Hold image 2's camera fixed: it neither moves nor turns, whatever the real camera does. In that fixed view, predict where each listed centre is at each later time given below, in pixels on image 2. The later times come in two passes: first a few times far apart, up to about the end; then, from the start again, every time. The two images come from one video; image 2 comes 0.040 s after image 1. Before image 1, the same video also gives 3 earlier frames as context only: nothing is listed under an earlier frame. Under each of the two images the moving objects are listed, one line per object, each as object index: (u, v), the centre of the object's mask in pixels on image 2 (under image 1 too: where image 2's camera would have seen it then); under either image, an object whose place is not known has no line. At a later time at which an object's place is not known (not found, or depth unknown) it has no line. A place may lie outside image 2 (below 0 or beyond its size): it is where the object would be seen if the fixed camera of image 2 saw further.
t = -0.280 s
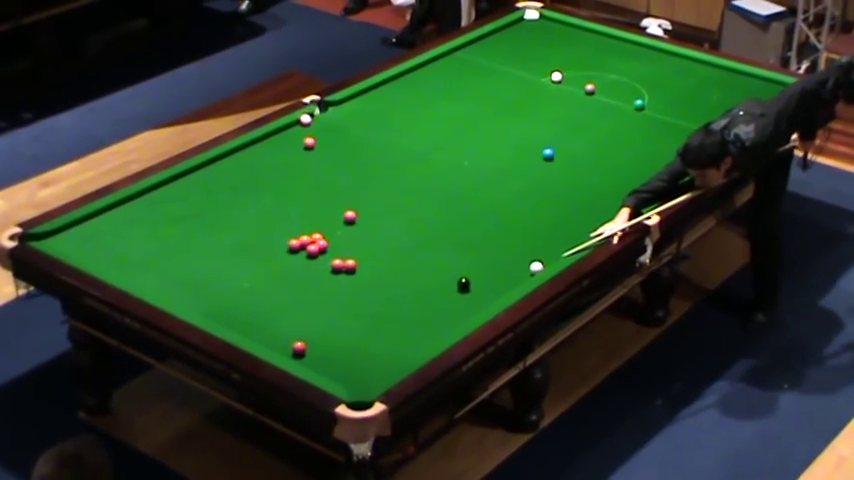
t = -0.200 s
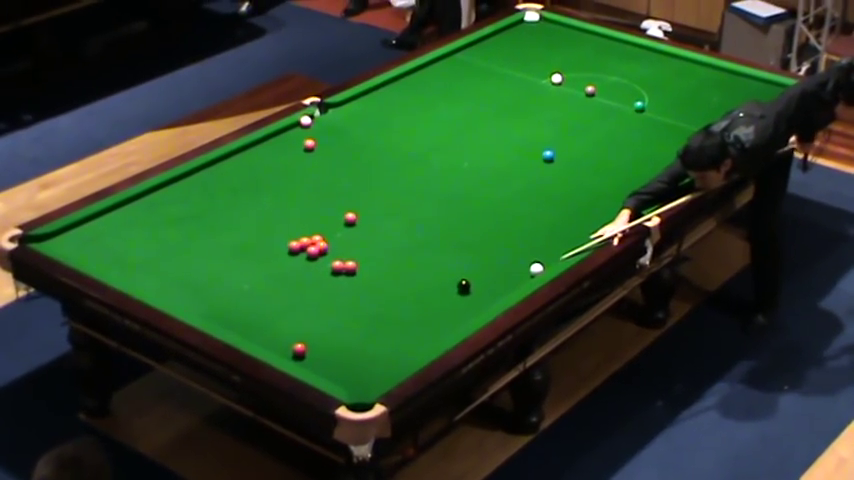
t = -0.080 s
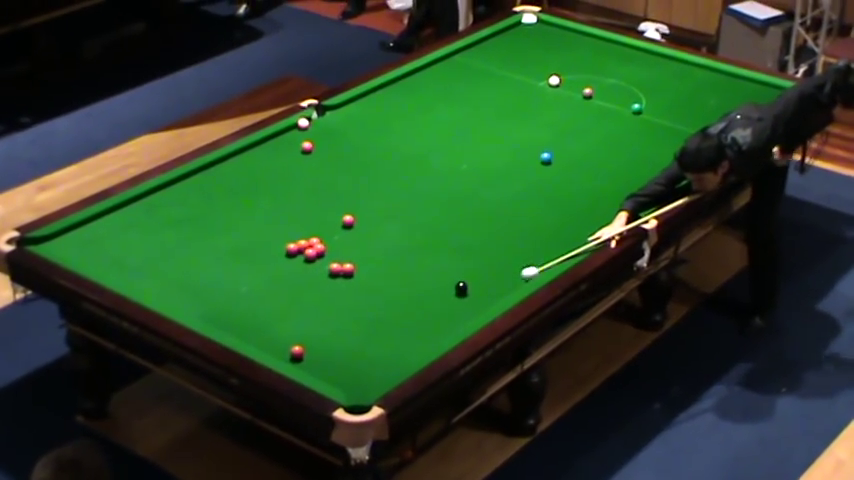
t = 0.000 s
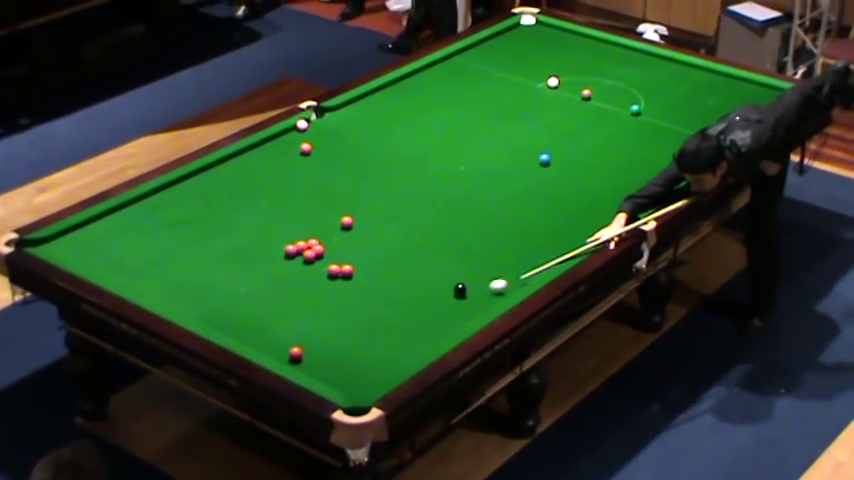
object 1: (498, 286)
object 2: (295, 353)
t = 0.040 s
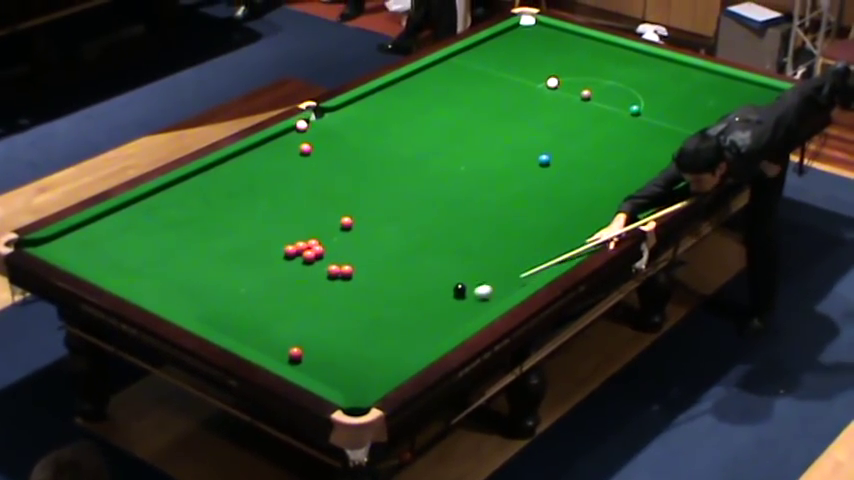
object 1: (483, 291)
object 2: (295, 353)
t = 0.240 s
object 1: (410, 318)
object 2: (295, 353)
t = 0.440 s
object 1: (335, 346)
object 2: (295, 353)
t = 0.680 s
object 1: (326, 363)
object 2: (257, 346)
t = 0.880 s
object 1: (372, 352)
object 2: (244, 335)
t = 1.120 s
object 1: (422, 341)
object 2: (230, 321)
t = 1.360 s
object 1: (449, 324)
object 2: (218, 308)
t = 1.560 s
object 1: (458, 308)
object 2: (207, 298)
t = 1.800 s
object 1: (470, 294)
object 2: (196, 287)
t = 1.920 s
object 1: (478, 290)
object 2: (191, 282)
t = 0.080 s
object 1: (469, 296)
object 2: (295, 353)
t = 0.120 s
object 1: (454, 302)
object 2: (295, 353)
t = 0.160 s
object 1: (440, 307)
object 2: (295, 353)
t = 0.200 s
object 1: (425, 313)
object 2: (295, 353)
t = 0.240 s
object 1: (410, 318)
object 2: (295, 353)
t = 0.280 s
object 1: (396, 323)
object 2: (295, 353)
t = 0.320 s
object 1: (381, 329)
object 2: (295, 353)
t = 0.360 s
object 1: (366, 334)
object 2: (295, 353)
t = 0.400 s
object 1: (350, 340)
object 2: (295, 353)
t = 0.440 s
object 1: (335, 346)
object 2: (295, 353)
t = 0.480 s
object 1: (318, 351)
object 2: (295, 353)
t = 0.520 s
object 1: (307, 358)
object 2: (292, 353)
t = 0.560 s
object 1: (302, 365)
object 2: (281, 351)
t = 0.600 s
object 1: (303, 368)
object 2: (272, 350)
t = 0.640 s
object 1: (315, 365)
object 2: (264, 348)
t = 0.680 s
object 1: (326, 363)
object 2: (257, 346)
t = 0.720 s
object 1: (337, 360)
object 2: (254, 344)
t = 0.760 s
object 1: (346, 358)
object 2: (252, 342)
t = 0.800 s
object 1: (354, 356)
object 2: (249, 340)
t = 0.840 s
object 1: (363, 354)
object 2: (247, 337)
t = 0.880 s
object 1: (372, 352)
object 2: (244, 335)
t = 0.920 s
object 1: (381, 351)
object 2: (242, 333)
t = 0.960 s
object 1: (389, 349)
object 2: (240, 331)
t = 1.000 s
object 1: (397, 347)
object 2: (237, 328)
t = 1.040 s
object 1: (406, 345)
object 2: (235, 326)
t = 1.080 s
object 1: (414, 343)
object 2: (233, 324)
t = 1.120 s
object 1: (422, 341)
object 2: (230, 321)
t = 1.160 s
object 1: (429, 339)
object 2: (228, 319)
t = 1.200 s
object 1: (437, 337)
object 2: (226, 317)
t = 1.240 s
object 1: (443, 334)
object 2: (224, 315)
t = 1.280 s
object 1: (445, 331)
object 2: (222, 312)
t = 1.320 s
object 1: (446, 327)
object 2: (220, 310)
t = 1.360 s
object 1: (449, 324)
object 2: (218, 308)
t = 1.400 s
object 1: (451, 321)
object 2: (216, 306)
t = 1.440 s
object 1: (453, 317)
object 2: (214, 304)
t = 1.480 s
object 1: (454, 315)
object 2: (211, 302)
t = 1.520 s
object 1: (456, 311)
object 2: (209, 300)
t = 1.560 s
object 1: (458, 308)
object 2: (207, 298)
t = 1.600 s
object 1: (460, 305)
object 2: (205, 297)
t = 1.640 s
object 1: (461, 302)
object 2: (203, 294)
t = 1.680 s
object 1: (463, 298)
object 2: (202, 293)
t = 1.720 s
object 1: (465, 296)
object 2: (200, 291)
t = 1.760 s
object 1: (467, 295)
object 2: (198, 289)
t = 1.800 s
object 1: (470, 294)
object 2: (196, 287)
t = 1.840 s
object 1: (473, 292)
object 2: (194, 286)
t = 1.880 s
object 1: (475, 291)
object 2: (193, 284)
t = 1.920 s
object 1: (478, 290)
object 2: (191, 282)
